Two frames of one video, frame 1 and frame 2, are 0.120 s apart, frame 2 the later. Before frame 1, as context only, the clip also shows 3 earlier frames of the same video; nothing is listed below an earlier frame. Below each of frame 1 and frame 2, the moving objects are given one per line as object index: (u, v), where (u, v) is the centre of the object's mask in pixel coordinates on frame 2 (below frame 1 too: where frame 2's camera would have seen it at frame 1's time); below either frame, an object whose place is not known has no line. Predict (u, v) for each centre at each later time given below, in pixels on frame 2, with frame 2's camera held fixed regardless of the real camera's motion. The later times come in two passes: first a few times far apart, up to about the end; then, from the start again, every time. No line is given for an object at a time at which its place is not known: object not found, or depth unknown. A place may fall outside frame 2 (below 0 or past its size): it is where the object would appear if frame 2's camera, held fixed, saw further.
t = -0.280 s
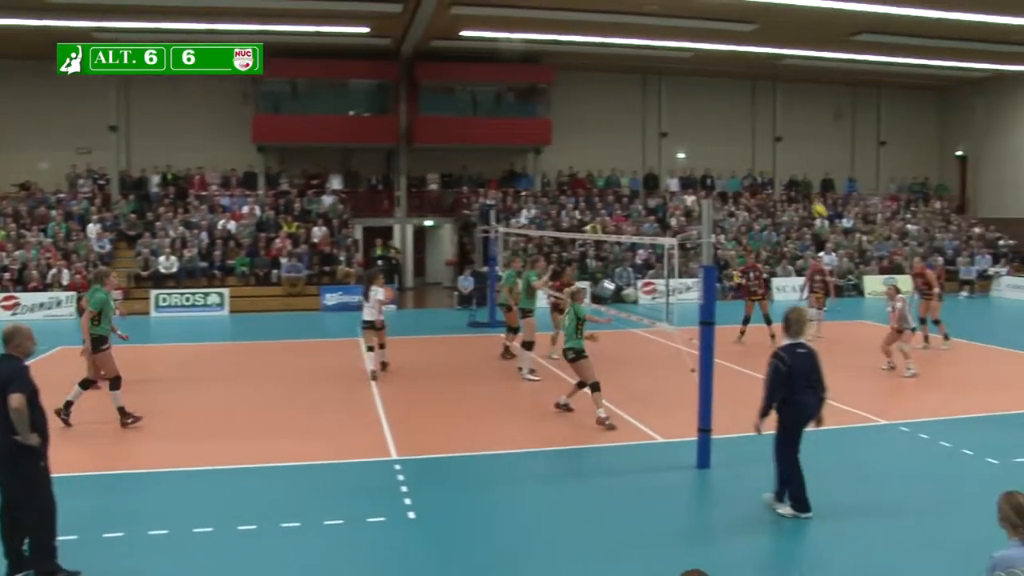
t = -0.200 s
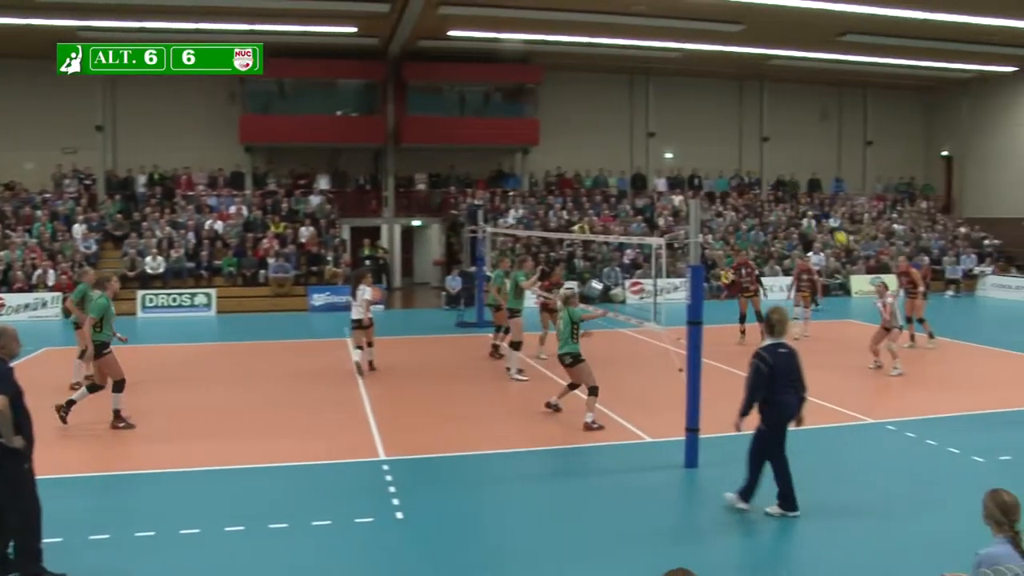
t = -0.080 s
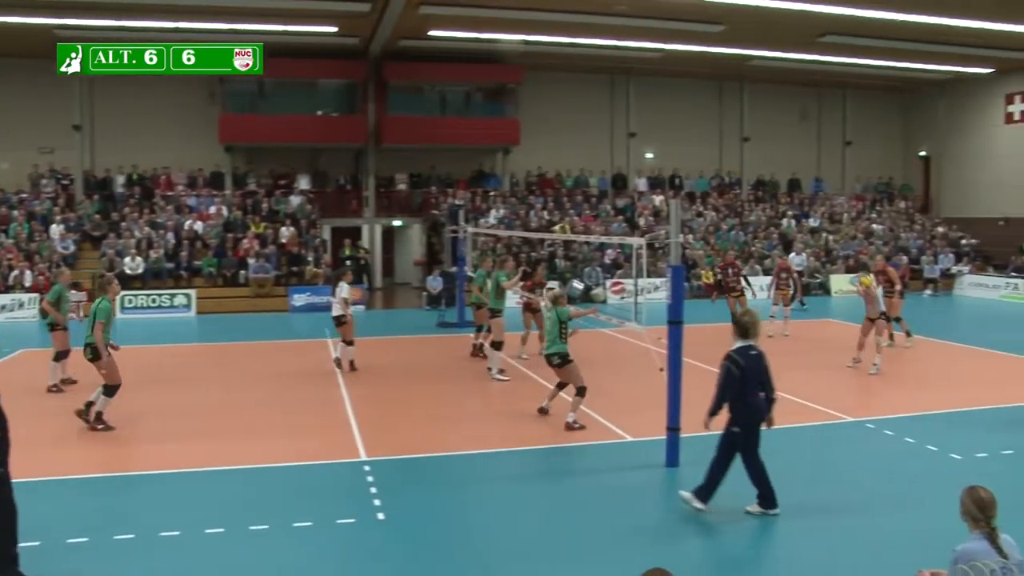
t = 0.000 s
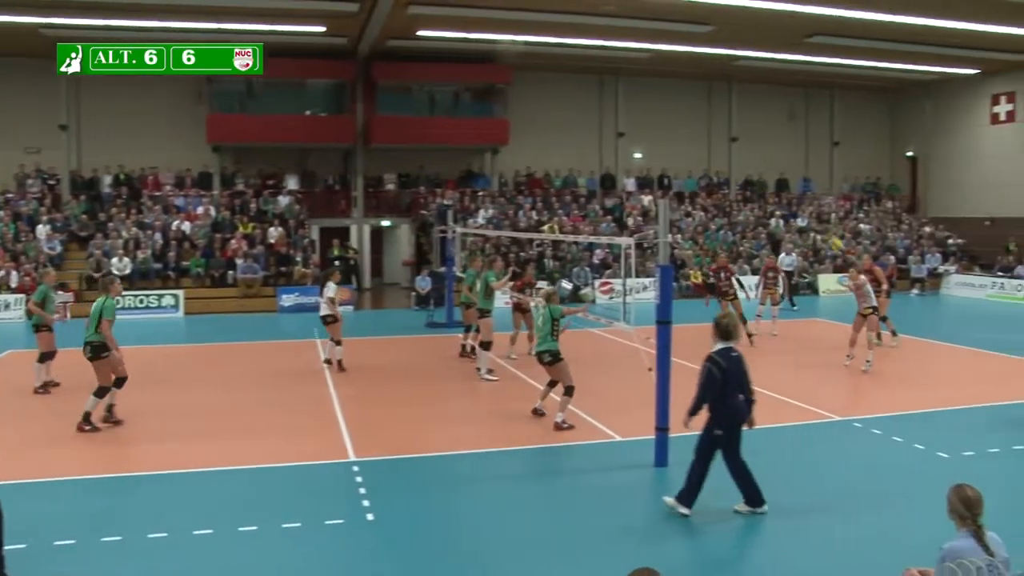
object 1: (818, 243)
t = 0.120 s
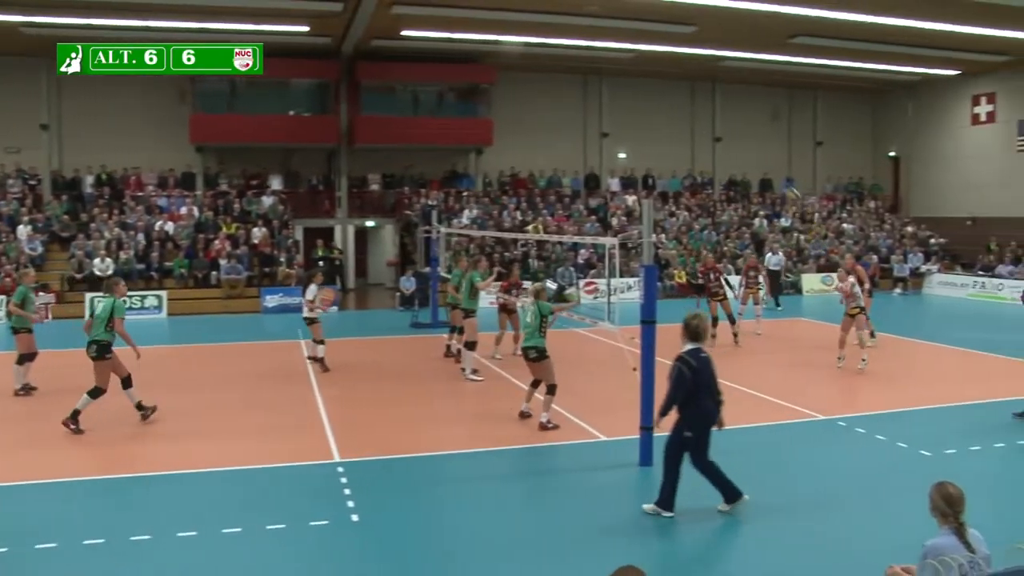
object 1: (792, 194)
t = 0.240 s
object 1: (765, 156)
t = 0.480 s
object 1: (709, 107)
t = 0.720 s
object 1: (657, 93)
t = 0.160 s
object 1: (781, 178)
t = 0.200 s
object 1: (774, 167)
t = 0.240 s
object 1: (765, 156)
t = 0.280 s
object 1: (755, 145)
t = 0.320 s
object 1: (746, 136)
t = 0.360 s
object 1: (736, 127)
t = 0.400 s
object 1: (727, 119)
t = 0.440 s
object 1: (719, 112)
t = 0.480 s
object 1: (709, 107)
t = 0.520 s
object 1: (700, 101)
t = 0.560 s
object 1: (691, 98)
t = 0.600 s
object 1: (681, 94)
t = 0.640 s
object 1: (673, 93)
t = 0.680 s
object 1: (665, 92)
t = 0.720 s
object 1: (657, 93)
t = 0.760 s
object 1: (648, 94)
